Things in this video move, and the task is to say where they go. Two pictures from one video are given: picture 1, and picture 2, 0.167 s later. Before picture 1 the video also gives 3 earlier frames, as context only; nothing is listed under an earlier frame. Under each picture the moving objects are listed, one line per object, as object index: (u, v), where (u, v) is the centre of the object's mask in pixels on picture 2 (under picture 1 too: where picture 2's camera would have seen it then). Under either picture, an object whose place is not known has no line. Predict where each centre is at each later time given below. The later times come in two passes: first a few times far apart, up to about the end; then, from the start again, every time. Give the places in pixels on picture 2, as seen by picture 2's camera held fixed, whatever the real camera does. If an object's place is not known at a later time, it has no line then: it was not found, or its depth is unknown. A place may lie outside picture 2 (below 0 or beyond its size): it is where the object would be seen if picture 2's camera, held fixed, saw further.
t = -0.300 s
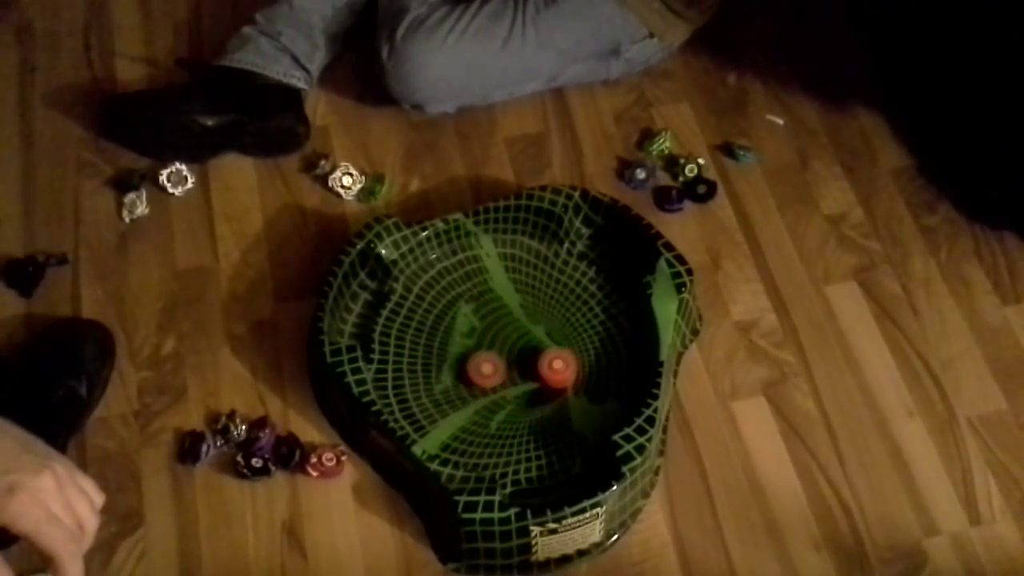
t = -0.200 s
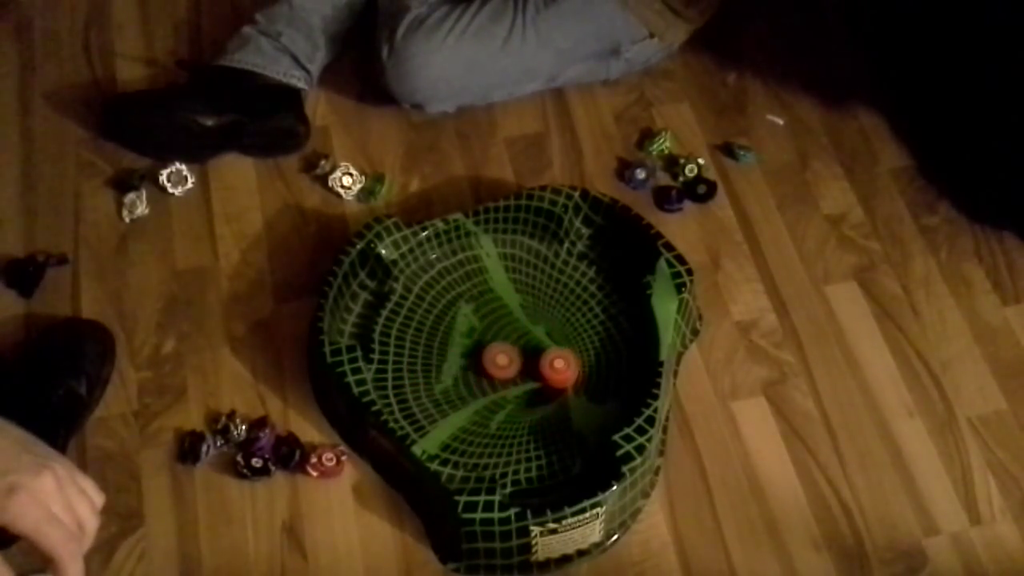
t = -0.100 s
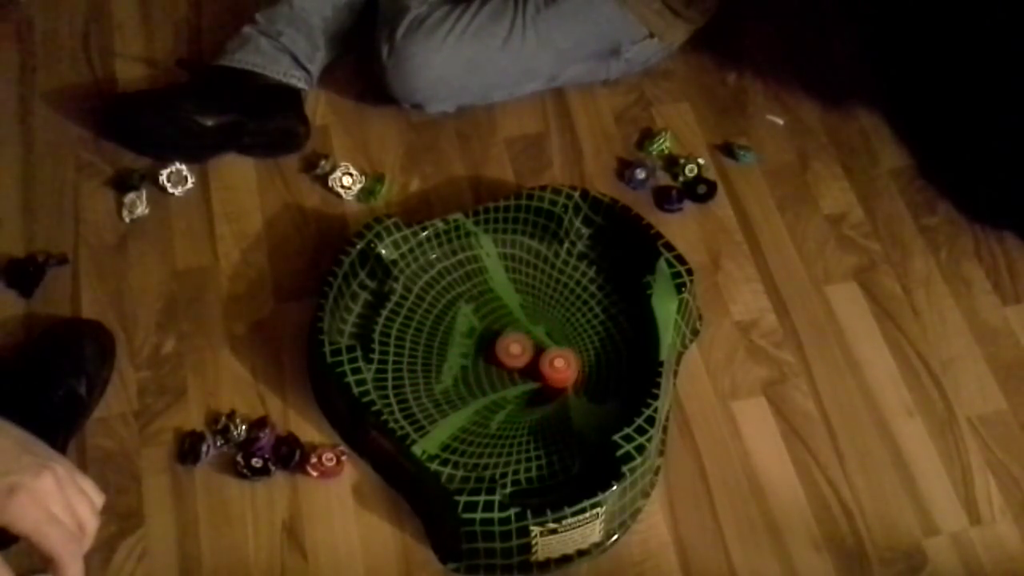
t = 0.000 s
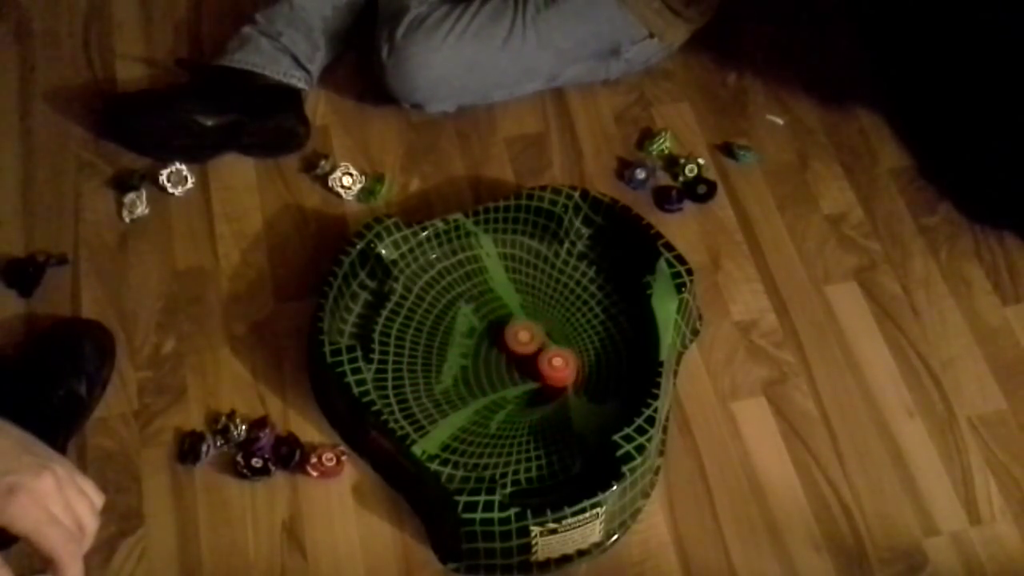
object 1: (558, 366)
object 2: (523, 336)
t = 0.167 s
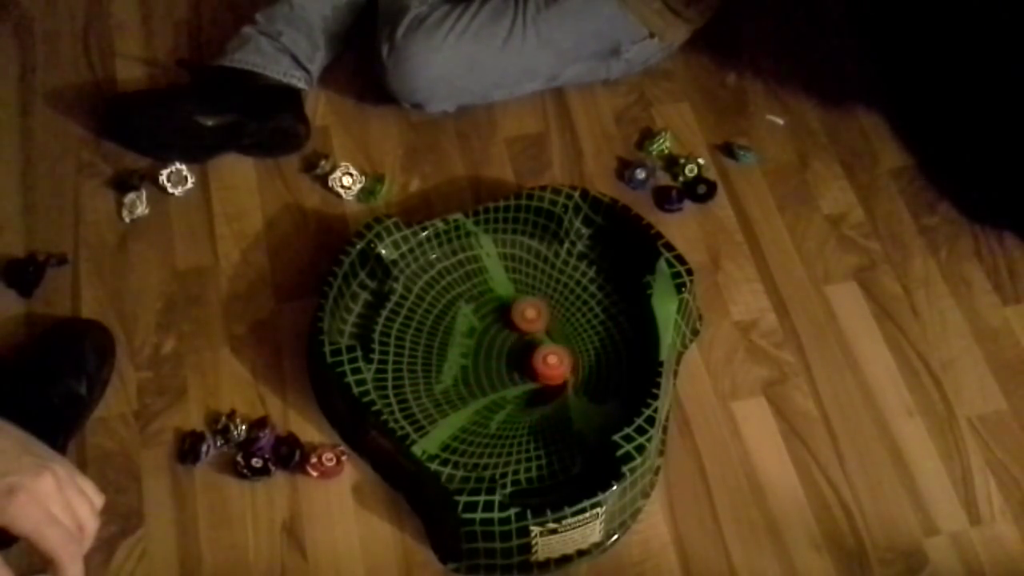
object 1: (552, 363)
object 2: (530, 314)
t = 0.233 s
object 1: (548, 363)
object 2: (528, 305)
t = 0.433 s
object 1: (539, 357)
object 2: (508, 293)
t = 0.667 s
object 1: (530, 347)
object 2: (490, 319)
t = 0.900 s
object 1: (538, 346)
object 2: (495, 360)
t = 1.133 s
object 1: (549, 349)
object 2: (529, 390)
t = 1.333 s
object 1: (552, 349)
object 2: (558, 387)
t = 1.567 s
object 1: (549, 313)
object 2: (552, 389)
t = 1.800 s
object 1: (546, 302)
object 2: (525, 393)
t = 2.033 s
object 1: (542, 299)
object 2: (487, 390)
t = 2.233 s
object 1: (535, 301)
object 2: (464, 395)
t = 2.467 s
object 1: (520, 307)
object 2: (459, 392)
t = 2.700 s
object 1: (503, 309)
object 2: (468, 373)
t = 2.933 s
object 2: (487, 338)
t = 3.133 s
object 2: (488, 337)
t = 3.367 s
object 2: (494, 340)
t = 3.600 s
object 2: (506, 343)
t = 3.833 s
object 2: (519, 347)
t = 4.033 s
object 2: (524, 349)
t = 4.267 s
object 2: (522, 351)
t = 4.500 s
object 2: (514, 359)
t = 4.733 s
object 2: (509, 369)
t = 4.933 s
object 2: (508, 375)
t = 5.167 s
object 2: (515, 376)
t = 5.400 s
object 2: (525, 372)
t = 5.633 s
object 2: (523, 360)
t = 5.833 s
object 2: (510, 348)
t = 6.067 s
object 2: (492, 344)
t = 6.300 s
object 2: (480, 350)
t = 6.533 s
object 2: (483, 357)
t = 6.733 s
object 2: (501, 354)
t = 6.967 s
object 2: (516, 341)
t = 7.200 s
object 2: (521, 330)
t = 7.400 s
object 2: (515, 328)
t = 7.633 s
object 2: (506, 337)
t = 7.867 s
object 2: (503, 358)
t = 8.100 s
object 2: (508, 375)
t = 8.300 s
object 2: (502, 382)
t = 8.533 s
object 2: (479, 380)
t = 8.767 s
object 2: (461, 371)
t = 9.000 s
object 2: (459, 359)
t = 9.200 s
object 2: (471, 348)
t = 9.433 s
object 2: (492, 339)
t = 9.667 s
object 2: (511, 337)
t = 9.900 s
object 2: (506, 340)
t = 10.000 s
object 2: (503, 344)
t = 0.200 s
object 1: (550, 363)
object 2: (530, 309)
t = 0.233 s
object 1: (548, 363)
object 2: (528, 305)
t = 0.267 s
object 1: (547, 362)
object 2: (526, 301)
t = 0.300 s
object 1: (545, 362)
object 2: (524, 297)
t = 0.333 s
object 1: (544, 361)
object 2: (520, 295)
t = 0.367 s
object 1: (542, 357)
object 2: (516, 293)
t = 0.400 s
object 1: (541, 358)
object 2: (512, 292)
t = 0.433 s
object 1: (539, 357)
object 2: (508, 293)
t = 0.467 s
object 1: (538, 356)
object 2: (503, 294)
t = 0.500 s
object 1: (536, 355)
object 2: (499, 298)
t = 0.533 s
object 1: (534, 353)
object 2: (497, 301)
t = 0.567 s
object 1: (533, 352)
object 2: (493, 305)
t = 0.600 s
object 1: (531, 350)
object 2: (491, 311)
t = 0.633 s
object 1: (531, 348)
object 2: (490, 315)
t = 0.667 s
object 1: (530, 347)
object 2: (490, 319)
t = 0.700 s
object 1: (528, 345)
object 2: (490, 325)
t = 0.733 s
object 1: (527, 343)
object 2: (490, 330)
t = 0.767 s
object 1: (528, 343)
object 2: (489, 336)
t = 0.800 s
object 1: (531, 344)
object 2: (490, 341)
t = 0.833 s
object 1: (532, 345)
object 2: (492, 348)
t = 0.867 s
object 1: (536, 346)
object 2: (493, 354)
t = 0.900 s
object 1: (538, 346)
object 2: (495, 360)
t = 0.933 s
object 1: (540, 347)
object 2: (498, 366)
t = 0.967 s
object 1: (541, 347)
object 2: (502, 372)
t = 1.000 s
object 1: (543, 347)
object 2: (507, 376)
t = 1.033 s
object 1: (545, 347)
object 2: (511, 381)
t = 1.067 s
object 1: (546, 348)
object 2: (517, 384)
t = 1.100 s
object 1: (548, 349)
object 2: (523, 387)
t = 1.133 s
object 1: (549, 349)
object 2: (529, 390)
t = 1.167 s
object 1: (550, 351)
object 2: (535, 391)
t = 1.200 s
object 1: (551, 352)
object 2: (541, 392)
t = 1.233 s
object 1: (551, 352)
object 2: (546, 392)
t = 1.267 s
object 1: (552, 353)
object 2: (552, 391)
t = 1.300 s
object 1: (552, 352)
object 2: (556, 389)
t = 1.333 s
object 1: (552, 349)
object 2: (558, 387)
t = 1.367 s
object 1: (552, 346)
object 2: (558, 385)
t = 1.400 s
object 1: (553, 337)
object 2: (558, 387)
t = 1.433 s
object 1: (553, 329)
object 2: (558, 388)
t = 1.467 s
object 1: (552, 323)
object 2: (558, 388)
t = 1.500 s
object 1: (550, 318)
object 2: (556, 389)
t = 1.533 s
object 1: (550, 315)
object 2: (555, 389)
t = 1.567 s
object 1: (549, 313)
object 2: (552, 389)
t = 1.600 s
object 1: (548, 311)
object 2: (550, 389)
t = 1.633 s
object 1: (548, 309)
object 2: (546, 390)
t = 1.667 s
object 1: (548, 307)
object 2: (542, 390)
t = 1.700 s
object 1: (547, 306)
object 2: (538, 392)
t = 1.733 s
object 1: (547, 304)
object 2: (534, 393)
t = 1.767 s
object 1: (547, 303)
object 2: (529, 393)
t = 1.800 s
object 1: (546, 302)
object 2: (525, 393)
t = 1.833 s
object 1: (546, 301)
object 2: (520, 393)
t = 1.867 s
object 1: (546, 300)
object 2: (516, 392)
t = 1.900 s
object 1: (545, 299)
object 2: (511, 391)
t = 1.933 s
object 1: (544, 299)
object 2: (505, 390)
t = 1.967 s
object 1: (544, 298)
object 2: (500, 390)
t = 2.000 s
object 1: (543, 298)
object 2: (493, 390)
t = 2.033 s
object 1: (542, 299)
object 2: (487, 390)
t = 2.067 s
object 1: (541, 299)
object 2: (481, 390)
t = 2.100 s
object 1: (541, 299)
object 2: (477, 391)
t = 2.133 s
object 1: (540, 300)
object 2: (473, 393)
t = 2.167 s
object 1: (538, 300)
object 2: (470, 394)
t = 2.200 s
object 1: (537, 301)
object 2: (467, 394)
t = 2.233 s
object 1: (535, 301)
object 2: (464, 395)
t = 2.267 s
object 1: (533, 302)
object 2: (461, 395)
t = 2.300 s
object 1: (531, 303)
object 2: (460, 395)
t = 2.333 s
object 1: (529, 304)
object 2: (459, 395)
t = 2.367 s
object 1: (528, 305)
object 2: (458, 395)
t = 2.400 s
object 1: (526, 305)
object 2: (458, 394)
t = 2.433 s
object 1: (523, 306)
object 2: (459, 393)
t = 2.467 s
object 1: (520, 307)
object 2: (459, 392)
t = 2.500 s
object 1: (519, 307)
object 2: (459, 390)
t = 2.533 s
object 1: (516, 308)
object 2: (460, 388)
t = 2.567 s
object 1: (513, 309)
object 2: (461, 385)
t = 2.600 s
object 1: (511, 309)
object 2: (462, 382)
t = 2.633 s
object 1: (508, 309)
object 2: (465, 379)
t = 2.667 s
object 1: (505, 309)
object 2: (466, 377)
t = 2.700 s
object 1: (503, 309)
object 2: (468, 373)
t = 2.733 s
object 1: (501, 309)
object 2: (470, 369)
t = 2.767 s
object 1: (498, 308)
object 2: (473, 365)
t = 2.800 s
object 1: (497, 308)
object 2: (476, 360)
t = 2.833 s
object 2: (480, 355)
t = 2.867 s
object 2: (482, 350)
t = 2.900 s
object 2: (485, 344)
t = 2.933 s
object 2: (487, 338)
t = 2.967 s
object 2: (488, 337)
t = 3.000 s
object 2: (488, 337)
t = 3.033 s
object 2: (488, 337)
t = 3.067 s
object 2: (488, 337)
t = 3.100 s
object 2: (488, 337)
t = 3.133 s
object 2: (488, 337)
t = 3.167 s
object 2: (488, 337)
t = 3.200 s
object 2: (488, 338)
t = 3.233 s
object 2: (490, 338)
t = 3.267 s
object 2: (490, 338)
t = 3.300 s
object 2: (492, 339)
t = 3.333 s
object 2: (492, 339)
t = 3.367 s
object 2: (494, 340)
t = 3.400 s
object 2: (495, 340)
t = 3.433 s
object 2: (497, 341)
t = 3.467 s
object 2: (498, 341)
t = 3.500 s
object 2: (500, 341)
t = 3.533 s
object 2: (502, 342)
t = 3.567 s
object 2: (504, 343)
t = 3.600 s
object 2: (506, 343)
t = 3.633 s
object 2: (508, 344)
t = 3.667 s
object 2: (509, 345)
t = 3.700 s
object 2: (511, 345)
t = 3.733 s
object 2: (514, 346)
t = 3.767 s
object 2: (516, 346)
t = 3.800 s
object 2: (517, 347)
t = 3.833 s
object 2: (519, 347)
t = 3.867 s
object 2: (520, 348)
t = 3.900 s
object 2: (521, 348)
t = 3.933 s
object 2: (523, 349)
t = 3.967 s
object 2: (524, 349)
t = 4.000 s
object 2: (524, 349)
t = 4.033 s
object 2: (524, 349)
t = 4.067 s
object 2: (524, 349)
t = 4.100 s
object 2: (524, 349)
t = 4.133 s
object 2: (524, 350)
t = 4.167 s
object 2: (524, 350)
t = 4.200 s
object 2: (524, 350)
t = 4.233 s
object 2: (523, 351)
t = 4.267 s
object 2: (522, 351)
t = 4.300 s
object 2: (522, 351)
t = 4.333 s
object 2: (521, 352)
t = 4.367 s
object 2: (519, 354)
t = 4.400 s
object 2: (518, 355)
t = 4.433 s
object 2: (516, 357)
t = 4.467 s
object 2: (515, 358)
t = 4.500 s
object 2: (514, 359)
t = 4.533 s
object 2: (513, 361)
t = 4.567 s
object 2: (512, 362)
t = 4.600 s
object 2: (511, 363)
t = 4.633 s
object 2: (511, 365)
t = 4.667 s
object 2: (510, 366)
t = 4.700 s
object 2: (509, 367)
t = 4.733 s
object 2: (509, 369)
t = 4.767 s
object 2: (508, 371)
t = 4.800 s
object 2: (508, 372)
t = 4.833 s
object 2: (508, 374)
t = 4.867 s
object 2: (508, 374)
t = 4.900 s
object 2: (508, 375)
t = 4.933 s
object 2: (508, 375)
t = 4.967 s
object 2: (508, 375)
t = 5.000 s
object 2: (509, 375)
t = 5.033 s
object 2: (509, 375)
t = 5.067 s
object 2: (511, 375)
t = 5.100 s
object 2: (513, 375)
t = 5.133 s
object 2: (514, 375)
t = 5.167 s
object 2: (515, 376)
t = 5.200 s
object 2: (517, 376)
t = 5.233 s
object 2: (518, 376)
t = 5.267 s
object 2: (520, 375)
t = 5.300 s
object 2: (521, 375)
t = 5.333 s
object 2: (523, 374)
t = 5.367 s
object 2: (524, 373)
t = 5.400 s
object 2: (525, 372)
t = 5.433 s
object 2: (525, 371)
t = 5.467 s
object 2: (526, 370)
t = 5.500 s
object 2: (526, 369)
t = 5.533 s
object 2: (526, 367)
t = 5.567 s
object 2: (525, 364)
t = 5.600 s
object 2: (524, 363)
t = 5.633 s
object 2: (523, 360)
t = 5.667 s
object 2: (521, 358)
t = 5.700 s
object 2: (520, 356)
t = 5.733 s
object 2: (518, 354)
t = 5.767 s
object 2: (516, 352)
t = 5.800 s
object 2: (513, 350)
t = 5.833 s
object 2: (510, 348)
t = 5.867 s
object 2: (508, 347)
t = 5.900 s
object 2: (505, 346)
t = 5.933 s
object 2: (502, 345)
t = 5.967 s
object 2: (499, 344)
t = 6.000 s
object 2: (497, 344)
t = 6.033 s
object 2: (494, 344)
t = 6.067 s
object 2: (492, 344)
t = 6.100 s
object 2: (489, 345)
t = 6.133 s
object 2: (487, 345)
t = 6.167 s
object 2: (485, 346)
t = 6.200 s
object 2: (484, 347)
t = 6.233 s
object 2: (482, 348)
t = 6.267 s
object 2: (481, 349)
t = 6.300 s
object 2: (480, 350)
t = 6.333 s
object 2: (479, 351)
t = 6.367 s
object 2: (479, 352)
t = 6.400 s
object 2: (479, 353)
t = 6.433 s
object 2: (479, 355)
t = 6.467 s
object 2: (480, 356)
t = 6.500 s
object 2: (481, 357)
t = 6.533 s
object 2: (483, 357)
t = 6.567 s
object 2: (486, 358)
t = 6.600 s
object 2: (489, 359)
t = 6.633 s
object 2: (492, 358)
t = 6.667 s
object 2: (495, 358)
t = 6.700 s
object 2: (498, 356)
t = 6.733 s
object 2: (501, 354)
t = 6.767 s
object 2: (503, 353)
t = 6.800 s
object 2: (506, 351)
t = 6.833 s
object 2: (508, 349)
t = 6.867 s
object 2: (511, 347)
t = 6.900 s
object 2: (512, 346)
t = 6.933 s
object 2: (514, 343)
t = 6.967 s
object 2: (516, 341)
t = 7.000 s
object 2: (517, 339)
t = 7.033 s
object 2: (518, 337)
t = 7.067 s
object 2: (519, 335)
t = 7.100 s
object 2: (519, 334)
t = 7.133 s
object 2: (519, 332)
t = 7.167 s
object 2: (520, 331)
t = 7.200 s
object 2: (521, 330)
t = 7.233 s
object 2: (520, 329)
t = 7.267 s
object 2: (519, 328)
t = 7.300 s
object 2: (519, 327)
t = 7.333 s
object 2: (518, 327)
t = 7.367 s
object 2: (517, 328)
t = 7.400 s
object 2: (515, 328)
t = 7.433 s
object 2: (514, 329)
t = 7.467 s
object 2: (512, 329)
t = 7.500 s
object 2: (511, 330)
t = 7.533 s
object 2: (509, 332)
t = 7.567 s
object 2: (507, 333)
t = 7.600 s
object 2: (505, 335)
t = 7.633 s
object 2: (506, 337)
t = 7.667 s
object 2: (504, 341)
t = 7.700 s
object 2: (504, 344)
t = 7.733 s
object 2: (504, 347)
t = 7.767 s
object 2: (503, 350)
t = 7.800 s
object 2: (503, 352)
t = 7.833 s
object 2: (503, 355)
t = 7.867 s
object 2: (503, 358)
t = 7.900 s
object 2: (504, 360)
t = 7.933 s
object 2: (504, 363)
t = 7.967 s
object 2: (505, 366)
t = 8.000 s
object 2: (505, 368)
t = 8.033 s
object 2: (506, 370)
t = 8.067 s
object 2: (507, 373)
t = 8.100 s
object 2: (508, 375)
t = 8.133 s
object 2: (509, 377)
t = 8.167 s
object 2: (510, 378)
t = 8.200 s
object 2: (511, 380)
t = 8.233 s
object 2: (510, 380)
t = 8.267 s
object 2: (505, 381)
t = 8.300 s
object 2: (502, 382)
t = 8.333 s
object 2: (498, 382)
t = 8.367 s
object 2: (496, 382)
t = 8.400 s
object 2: (491, 382)
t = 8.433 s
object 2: (488, 381)
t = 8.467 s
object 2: (485, 381)
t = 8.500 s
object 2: (482, 381)
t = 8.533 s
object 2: (479, 380)
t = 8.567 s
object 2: (476, 378)
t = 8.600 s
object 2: (472, 377)
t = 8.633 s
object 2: (469, 376)
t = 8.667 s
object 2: (467, 375)
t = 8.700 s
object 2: (464, 374)
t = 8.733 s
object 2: (463, 372)
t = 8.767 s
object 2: (461, 371)
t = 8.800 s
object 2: (460, 369)
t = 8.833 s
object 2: (458, 367)
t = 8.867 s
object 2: (458, 365)
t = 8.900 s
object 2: (458, 364)
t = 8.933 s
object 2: (458, 362)
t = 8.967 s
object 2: (458, 360)
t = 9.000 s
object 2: (459, 359)
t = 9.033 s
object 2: (461, 357)
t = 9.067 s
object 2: (462, 355)
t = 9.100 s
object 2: (464, 353)
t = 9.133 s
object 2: (466, 351)
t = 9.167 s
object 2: (468, 349)
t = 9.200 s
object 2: (471, 348)
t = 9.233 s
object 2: (474, 347)
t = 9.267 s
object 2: (476, 345)
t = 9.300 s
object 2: (479, 344)
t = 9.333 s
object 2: (482, 342)
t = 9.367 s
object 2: (486, 341)
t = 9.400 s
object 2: (489, 340)
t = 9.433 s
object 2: (492, 339)
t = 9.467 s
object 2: (495, 338)
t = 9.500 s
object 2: (497, 337)
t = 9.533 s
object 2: (501, 337)
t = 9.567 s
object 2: (504, 337)
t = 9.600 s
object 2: (507, 337)
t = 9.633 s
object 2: (509, 337)
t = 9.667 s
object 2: (511, 337)
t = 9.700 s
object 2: (512, 337)
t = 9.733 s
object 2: (512, 337)
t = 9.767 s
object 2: (511, 337)
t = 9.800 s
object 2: (510, 338)
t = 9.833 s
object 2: (509, 338)
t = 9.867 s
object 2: (508, 339)
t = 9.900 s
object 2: (506, 340)
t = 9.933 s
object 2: (505, 342)
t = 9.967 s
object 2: (504, 343)
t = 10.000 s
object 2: (503, 344)
